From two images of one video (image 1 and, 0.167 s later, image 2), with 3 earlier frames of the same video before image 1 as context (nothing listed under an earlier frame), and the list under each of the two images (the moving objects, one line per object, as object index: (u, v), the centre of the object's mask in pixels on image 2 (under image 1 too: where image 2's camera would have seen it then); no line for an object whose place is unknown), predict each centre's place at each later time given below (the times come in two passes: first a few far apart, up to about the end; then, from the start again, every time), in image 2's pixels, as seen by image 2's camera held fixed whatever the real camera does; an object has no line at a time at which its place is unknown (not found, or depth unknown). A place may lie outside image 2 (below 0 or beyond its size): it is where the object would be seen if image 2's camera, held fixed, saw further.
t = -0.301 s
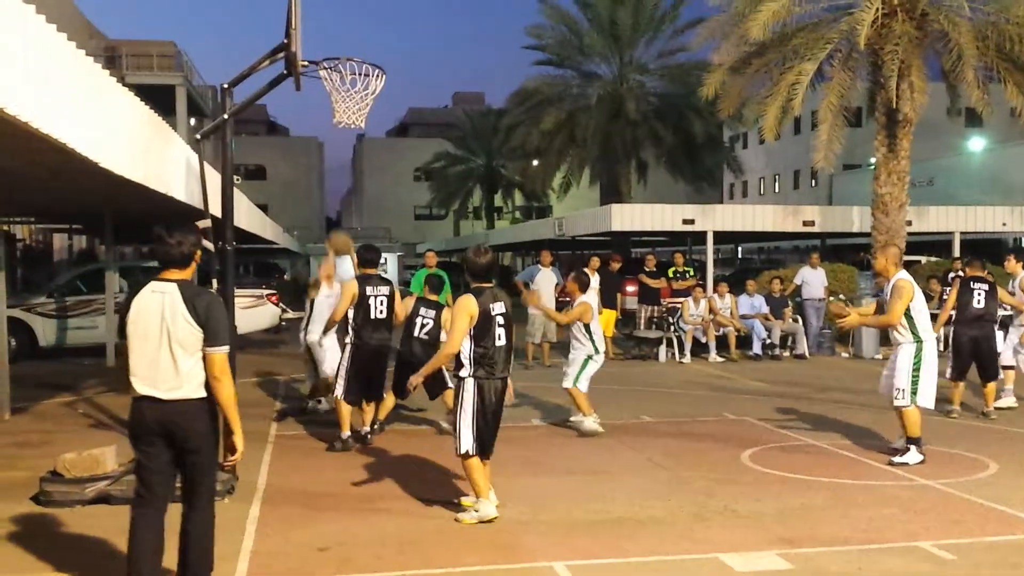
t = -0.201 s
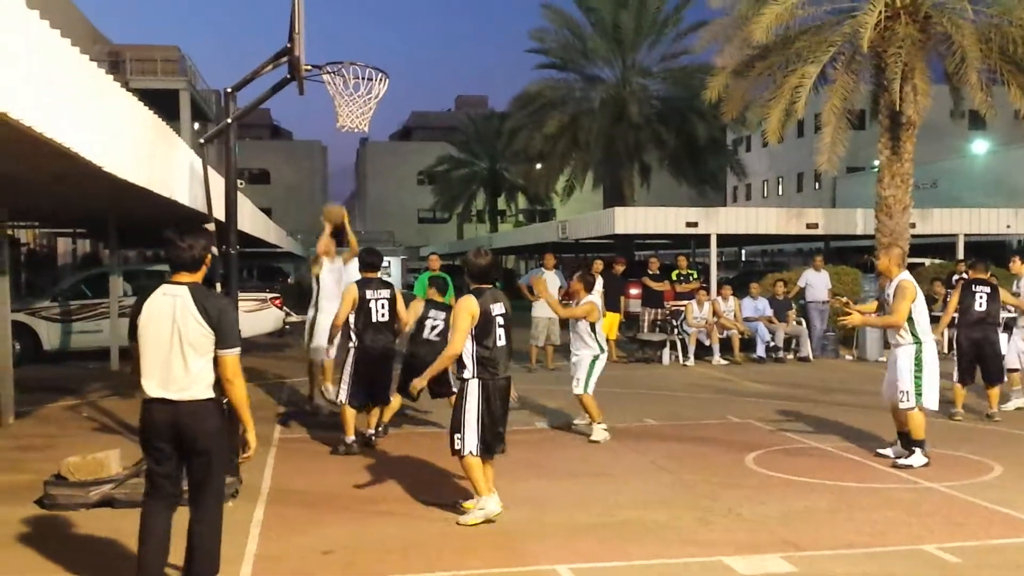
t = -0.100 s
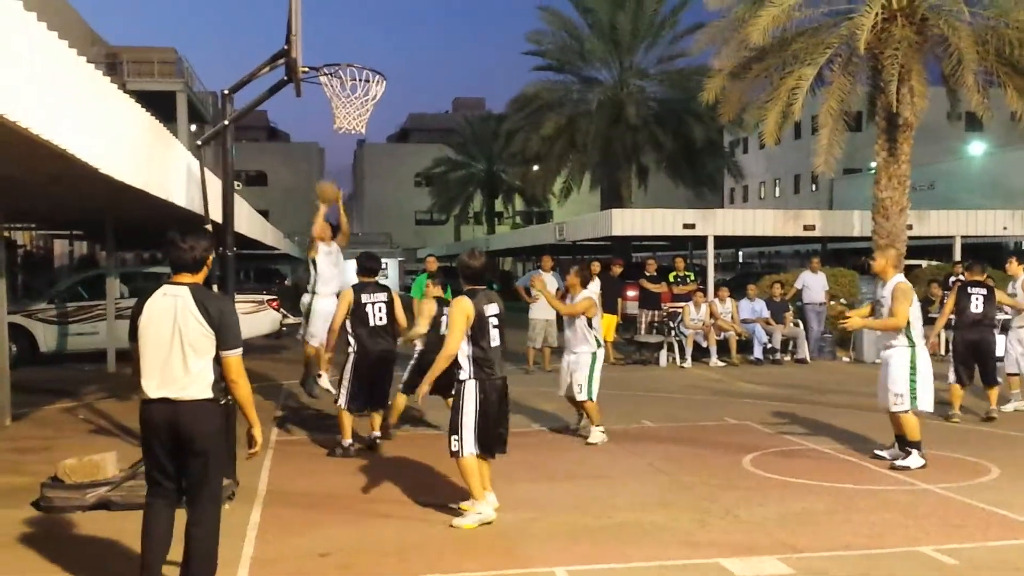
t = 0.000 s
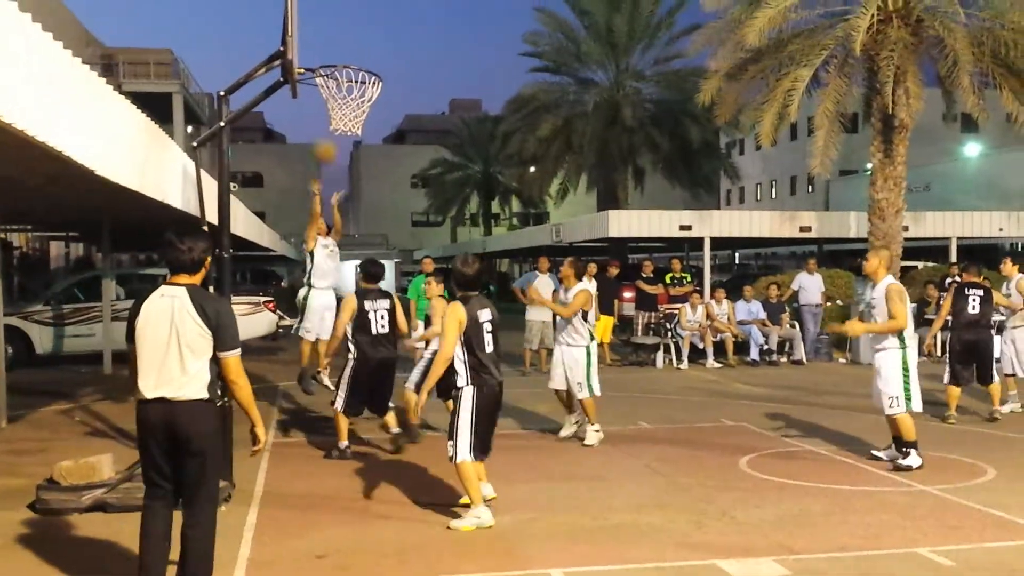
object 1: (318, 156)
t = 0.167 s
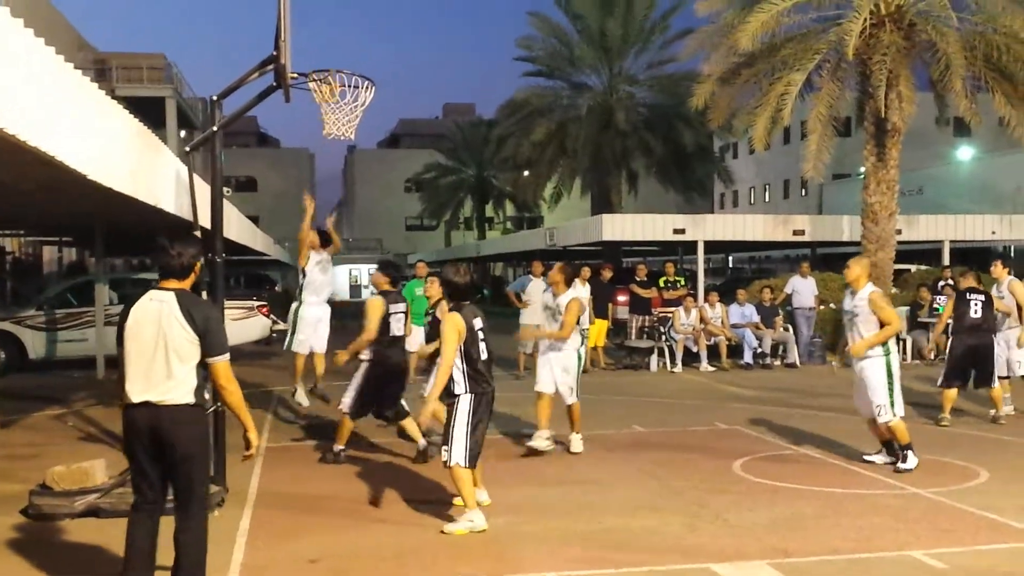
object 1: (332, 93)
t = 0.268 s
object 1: (332, 59)
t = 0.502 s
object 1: (348, 30)
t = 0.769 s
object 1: (374, 67)
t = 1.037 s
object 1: (382, 29)
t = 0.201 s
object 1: (333, 80)
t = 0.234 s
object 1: (331, 67)
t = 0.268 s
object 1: (332, 59)
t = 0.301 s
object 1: (334, 52)
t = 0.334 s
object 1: (336, 46)
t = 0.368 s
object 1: (338, 40)
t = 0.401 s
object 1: (340, 36)
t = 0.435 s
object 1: (342, 32)
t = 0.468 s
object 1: (345, 31)
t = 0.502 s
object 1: (348, 30)
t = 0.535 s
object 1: (351, 32)
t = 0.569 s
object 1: (355, 34)
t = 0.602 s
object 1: (357, 37)
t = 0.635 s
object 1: (361, 42)
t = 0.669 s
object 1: (365, 49)
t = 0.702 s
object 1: (368, 58)
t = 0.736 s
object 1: (373, 67)
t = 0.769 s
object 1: (374, 67)
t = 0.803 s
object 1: (375, 58)
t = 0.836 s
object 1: (376, 50)
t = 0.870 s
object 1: (377, 42)
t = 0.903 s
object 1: (378, 37)
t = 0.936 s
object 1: (378, 32)
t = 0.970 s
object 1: (380, 29)
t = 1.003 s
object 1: (381, 28)
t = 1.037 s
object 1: (382, 29)
